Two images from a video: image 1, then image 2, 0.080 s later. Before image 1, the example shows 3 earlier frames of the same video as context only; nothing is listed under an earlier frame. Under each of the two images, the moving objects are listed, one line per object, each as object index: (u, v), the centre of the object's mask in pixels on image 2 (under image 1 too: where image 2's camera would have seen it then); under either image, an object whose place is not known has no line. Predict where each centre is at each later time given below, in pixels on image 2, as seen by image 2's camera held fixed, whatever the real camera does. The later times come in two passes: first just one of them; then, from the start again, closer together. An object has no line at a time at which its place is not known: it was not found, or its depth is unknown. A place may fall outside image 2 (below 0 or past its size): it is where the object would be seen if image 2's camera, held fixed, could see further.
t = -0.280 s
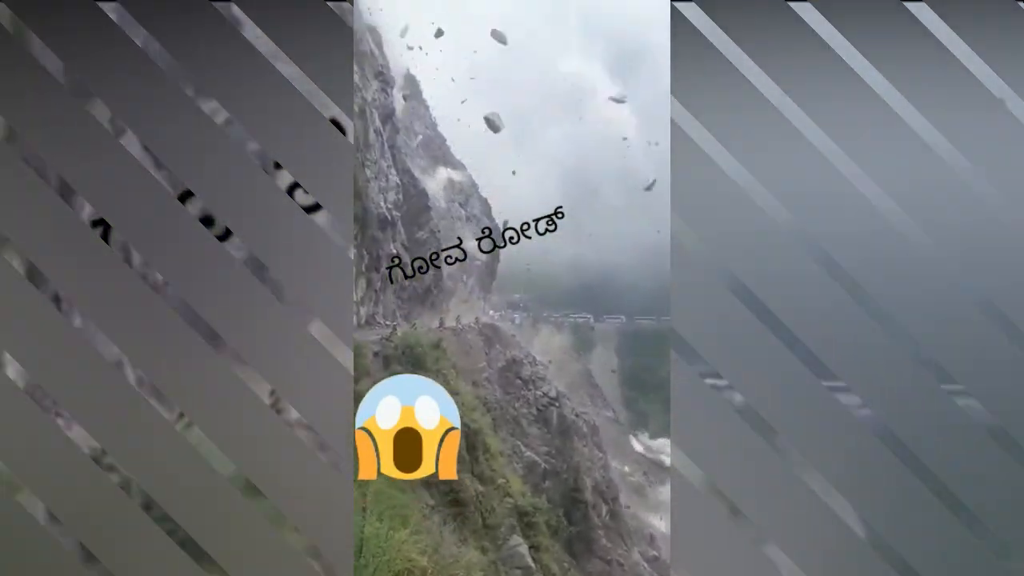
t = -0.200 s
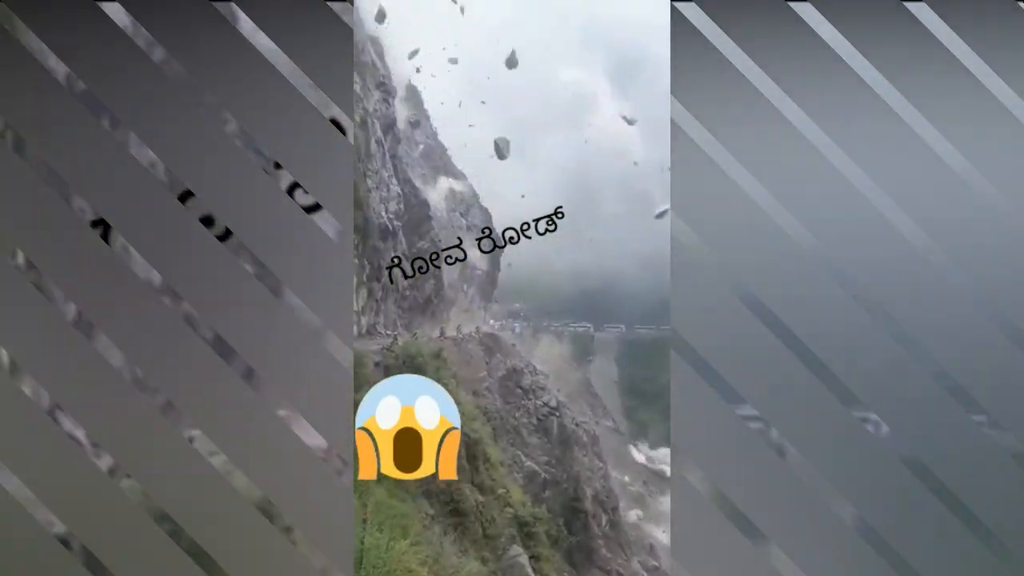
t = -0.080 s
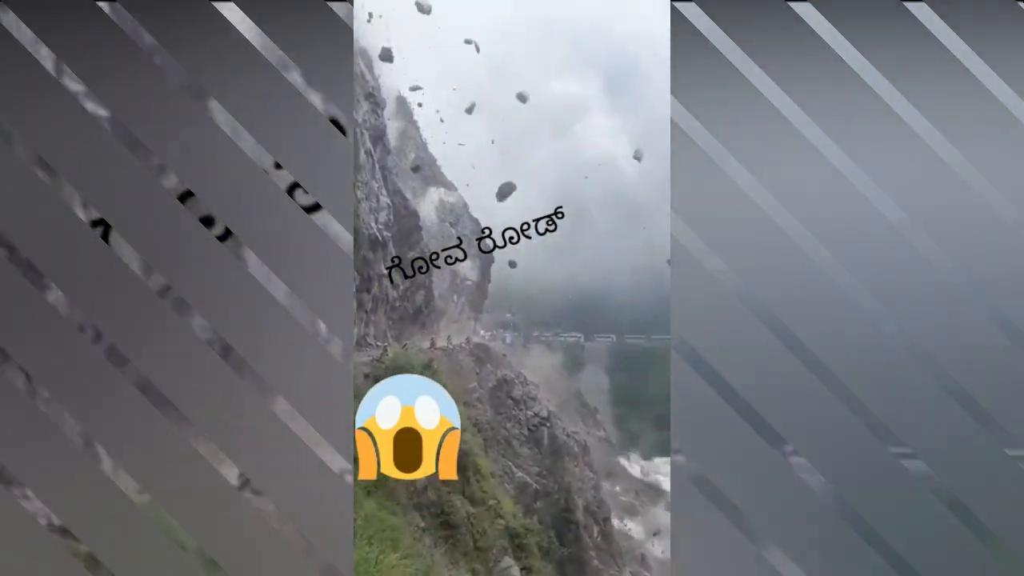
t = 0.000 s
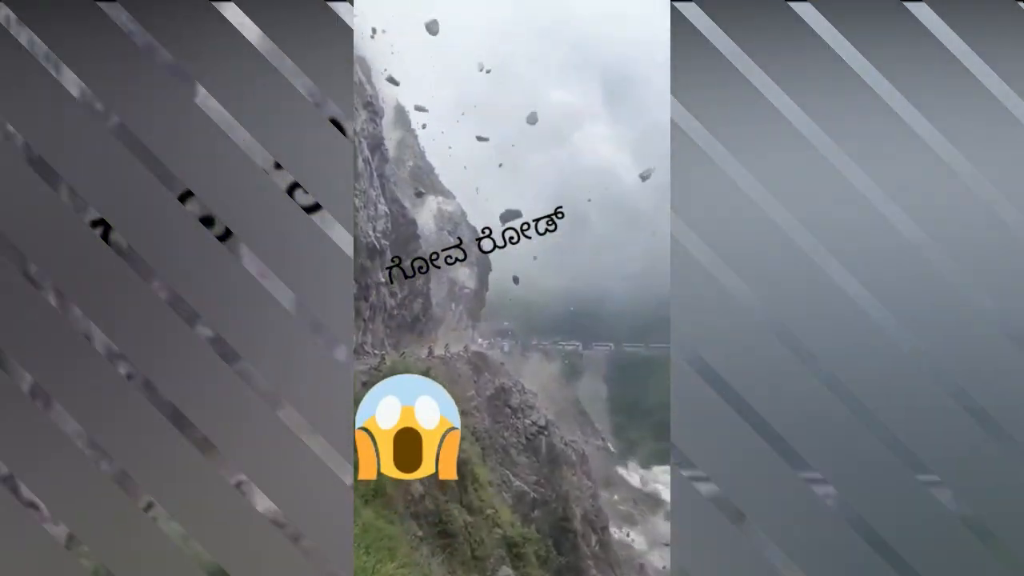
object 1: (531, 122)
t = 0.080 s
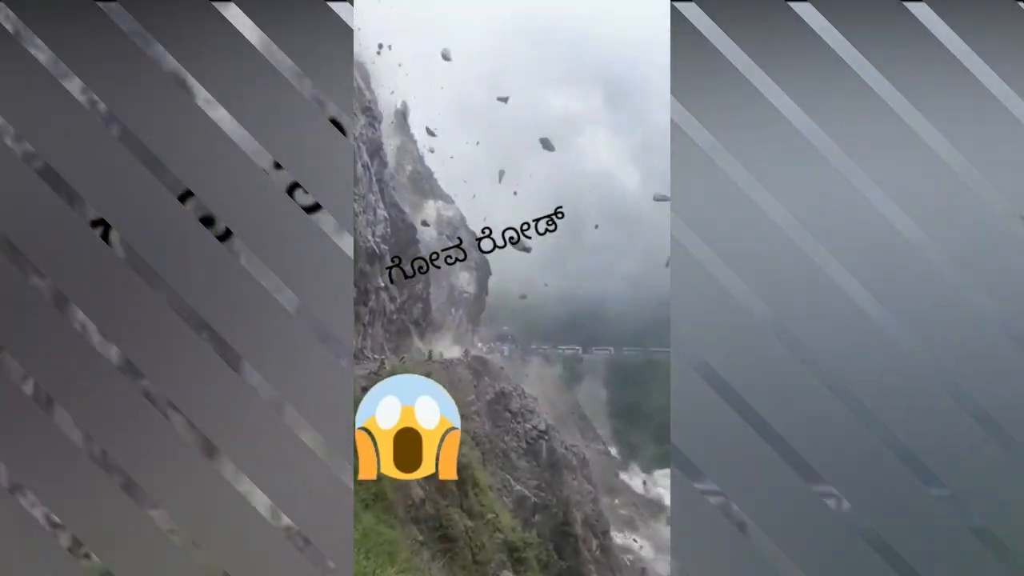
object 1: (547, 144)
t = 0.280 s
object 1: (581, 186)
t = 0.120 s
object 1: (553, 151)
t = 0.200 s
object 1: (565, 164)
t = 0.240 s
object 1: (570, 172)
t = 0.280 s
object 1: (581, 186)
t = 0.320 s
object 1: (586, 196)
